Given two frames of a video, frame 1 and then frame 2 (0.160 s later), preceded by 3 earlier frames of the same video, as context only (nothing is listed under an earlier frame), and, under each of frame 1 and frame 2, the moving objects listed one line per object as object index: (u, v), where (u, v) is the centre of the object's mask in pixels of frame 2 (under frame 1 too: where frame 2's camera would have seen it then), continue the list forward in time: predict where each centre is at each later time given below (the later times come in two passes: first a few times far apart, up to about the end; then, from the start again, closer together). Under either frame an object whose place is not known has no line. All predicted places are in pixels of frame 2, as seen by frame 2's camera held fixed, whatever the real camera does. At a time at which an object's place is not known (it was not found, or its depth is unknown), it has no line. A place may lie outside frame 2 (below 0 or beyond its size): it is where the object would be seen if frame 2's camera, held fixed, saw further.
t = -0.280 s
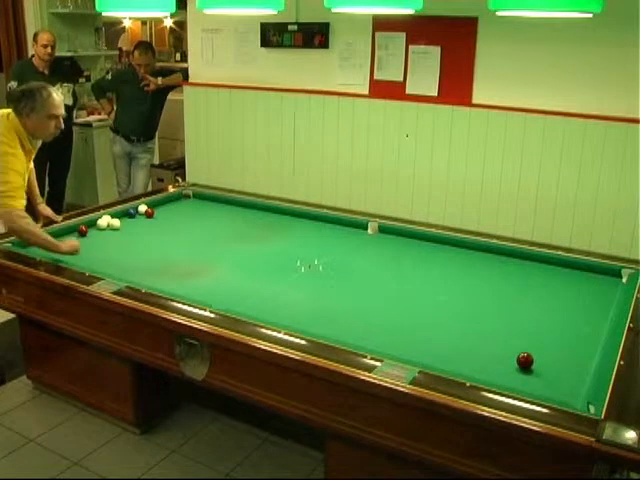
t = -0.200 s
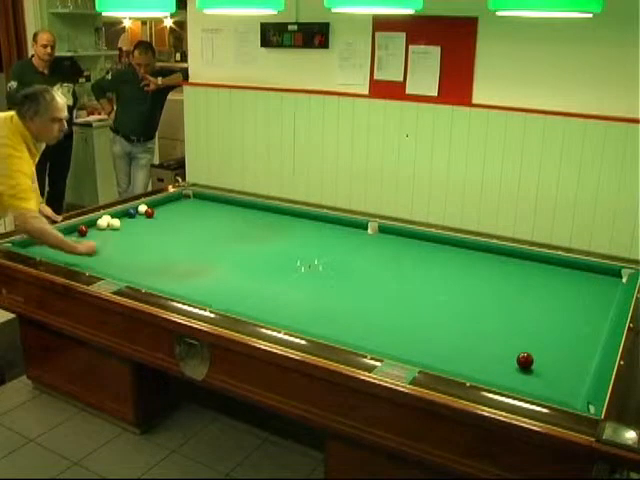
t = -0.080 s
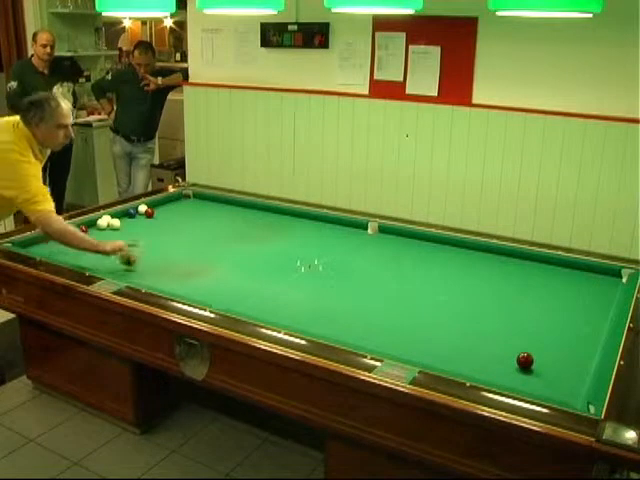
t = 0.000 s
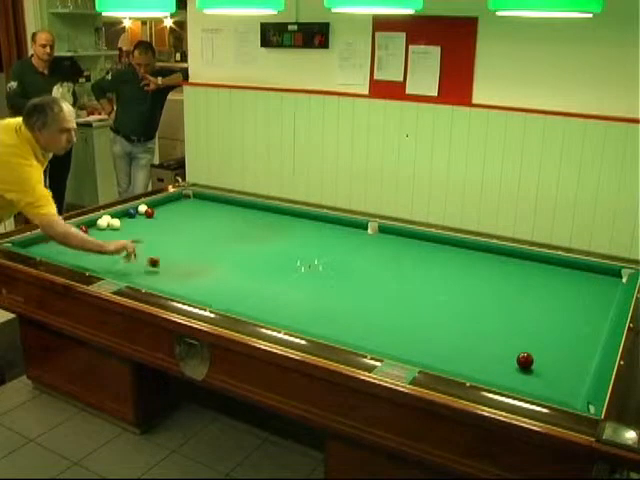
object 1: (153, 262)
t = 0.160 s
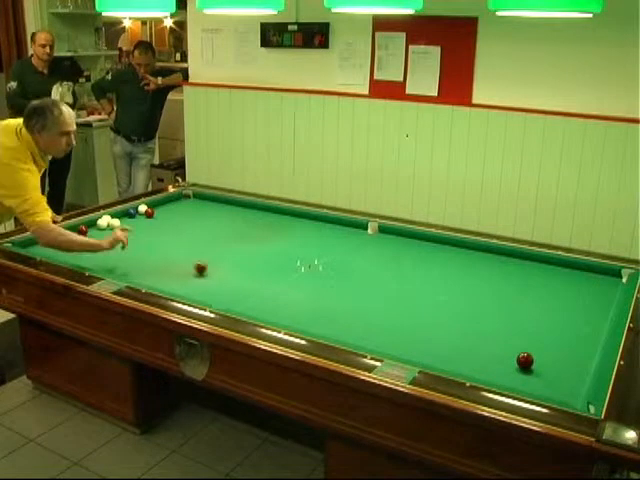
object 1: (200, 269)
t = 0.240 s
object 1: (221, 272)
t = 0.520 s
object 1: (293, 277)
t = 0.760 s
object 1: (355, 281)
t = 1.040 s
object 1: (428, 287)
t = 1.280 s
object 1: (491, 292)
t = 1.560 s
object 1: (565, 296)
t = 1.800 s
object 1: (605, 297)
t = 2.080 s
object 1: (565, 282)
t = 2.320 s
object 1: (537, 273)
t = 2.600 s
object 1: (507, 262)
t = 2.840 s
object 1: (482, 253)
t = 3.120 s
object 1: (458, 246)
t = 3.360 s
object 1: (435, 243)
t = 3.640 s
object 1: (411, 241)
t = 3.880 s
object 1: (389, 239)
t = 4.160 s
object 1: (367, 237)
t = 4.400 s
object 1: (348, 235)
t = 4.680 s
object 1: (326, 232)
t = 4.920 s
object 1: (309, 231)
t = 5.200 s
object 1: (289, 229)
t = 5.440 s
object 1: (273, 228)
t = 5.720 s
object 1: (257, 226)
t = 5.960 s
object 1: (242, 224)
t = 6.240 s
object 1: (226, 223)
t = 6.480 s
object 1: (213, 222)
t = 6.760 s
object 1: (198, 221)
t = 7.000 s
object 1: (187, 219)
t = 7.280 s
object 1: (174, 218)
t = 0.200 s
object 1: (211, 271)
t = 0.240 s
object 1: (221, 272)
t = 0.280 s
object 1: (231, 272)
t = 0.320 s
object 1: (242, 273)
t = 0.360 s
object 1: (252, 273)
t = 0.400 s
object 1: (262, 274)
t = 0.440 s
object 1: (272, 275)
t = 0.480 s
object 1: (282, 276)
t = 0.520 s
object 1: (293, 277)
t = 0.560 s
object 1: (303, 278)
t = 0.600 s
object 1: (313, 278)
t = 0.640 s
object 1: (324, 279)
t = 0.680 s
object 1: (334, 280)
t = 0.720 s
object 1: (345, 280)
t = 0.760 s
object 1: (355, 281)
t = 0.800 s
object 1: (366, 282)
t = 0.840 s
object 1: (376, 283)
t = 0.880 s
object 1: (387, 283)
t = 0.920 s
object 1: (397, 284)
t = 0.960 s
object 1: (407, 285)
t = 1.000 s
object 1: (418, 286)
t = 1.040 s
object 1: (428, 287)
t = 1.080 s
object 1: (438, 287)
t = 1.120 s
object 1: (449, 288)
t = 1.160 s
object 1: (459, 289)
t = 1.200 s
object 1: (470, 289)
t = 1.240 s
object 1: (480, 291)
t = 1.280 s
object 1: (491, 292)
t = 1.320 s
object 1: (502, 293)
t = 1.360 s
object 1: (512, 294)
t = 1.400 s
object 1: (523, 294)
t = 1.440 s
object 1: (533, 294)
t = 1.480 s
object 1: (543, 295)
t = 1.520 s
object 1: (554, 296)
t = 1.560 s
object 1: (565, 296)
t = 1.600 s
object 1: (575, 297)
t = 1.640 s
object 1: (585, 298)
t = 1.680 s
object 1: (595, 299)
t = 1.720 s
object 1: (606, 299)
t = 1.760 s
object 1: (611, 299)
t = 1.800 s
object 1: (605, 297)
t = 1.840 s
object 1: (598, 295)
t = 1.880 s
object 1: (592, 293)
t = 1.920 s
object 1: (586, 291)
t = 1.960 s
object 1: (581, 288)
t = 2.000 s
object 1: (575, 287)
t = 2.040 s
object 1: (570, 285)
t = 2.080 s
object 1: (565, 282)
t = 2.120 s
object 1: (561, 281)
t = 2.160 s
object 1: (556, 279)
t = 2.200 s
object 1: (551, 278)
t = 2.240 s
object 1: (546, 276)
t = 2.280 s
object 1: (542, 274)
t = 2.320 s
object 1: (537, 273)
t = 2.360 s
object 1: (532, 271)
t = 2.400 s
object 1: (528, 270)
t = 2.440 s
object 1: (524, 268)
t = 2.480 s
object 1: (520, 267)
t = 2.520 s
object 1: (516, 265)
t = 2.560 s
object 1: (511, 263)
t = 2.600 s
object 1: (507, 262)
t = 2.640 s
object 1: (503, 261)
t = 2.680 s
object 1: (498, 259)
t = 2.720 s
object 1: (495, 257)
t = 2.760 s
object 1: (492, 256)
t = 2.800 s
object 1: (487, 254)
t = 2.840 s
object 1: (482, 253)
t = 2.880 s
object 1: (480, 251)
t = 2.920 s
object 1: (476, 250)
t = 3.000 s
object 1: (468, 247)
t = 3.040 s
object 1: (466, 247)
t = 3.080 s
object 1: (462, 246)
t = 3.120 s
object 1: (458, 246)
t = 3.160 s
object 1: (453, 246)
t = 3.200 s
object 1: (450, 245)
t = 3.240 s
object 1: (446, 245)
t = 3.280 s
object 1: (442, 245)
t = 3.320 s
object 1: (438, 244)
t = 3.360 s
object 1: (435, 243)
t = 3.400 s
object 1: (432, 244)
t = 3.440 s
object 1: (428, 243)
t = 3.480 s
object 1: (424, 243)
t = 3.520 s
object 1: (421, 242)
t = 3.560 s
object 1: (417, 241)
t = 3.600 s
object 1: (414, 241)
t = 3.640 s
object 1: (411, 241)
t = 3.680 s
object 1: (407, 241)
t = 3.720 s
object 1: (403, 240)
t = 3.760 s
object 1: (401, 239)
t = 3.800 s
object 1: (397, 239)
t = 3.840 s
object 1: (394, 239)
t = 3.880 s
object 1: (389, 239)
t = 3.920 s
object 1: (387, 238)
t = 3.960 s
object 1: (383, 238)
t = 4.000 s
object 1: (379, 238)
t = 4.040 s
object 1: (376, 237)
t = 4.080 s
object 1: (374, 237)
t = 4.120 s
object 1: (370, 237)
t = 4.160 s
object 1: (367, 237)
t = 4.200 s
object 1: (363, 236)
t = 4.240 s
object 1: (360, 236)
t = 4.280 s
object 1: (357, 236)
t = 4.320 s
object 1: (354, 235)
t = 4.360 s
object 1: (350, 235)
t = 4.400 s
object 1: (348, 235)
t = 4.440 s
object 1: (345, 234)
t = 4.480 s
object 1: (341, 234)
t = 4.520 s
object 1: (338, 234)
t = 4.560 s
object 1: (335, 233)
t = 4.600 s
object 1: (332, 233)
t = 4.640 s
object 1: (329, 233)
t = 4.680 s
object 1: (326, 232)
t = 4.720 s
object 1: (324, 232)
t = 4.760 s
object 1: (320, 232)
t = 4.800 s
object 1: (317, 232)
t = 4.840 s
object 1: (314, 231)
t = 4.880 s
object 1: (312, 231)
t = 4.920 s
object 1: (309, 231)
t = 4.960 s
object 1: (306, 231)
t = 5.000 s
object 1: (303, 230)
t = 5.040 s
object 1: (300, 230)
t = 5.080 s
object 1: (297, 230)
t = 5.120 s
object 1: (295, 230)
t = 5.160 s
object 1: (292, 230)
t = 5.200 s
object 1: (289, 229)
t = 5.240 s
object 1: (287, 229)
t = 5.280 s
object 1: (284, 229)
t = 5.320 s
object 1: (281, 228)
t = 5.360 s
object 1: (279, 229)
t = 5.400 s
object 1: (276, 228)
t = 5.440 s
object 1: (273, 228)
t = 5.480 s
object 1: (271, 228)
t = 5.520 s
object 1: (268, 227)
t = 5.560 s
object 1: (266, 227)
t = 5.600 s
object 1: (264, 227)
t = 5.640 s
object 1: (261, 226)
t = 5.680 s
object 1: (258, 226)
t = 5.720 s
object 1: (257, 226)
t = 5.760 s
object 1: (254, 226)
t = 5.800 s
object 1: (252, 226)
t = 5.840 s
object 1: (249, 226)
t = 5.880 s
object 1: (247, 226)
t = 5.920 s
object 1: (244, 225)
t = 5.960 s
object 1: (242, 224)
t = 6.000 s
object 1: (240, 224)
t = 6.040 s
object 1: (237, 224)
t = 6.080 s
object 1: (234, 224)
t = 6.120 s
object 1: (232, 224)
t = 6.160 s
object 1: (230, 223)
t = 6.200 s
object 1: (228, 223)
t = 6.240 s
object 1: (226, 223)
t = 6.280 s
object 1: (223, 222)
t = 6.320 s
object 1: (221, 223)
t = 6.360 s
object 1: (219, 222)
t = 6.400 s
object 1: (217, 222)
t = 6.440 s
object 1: (215, 222)
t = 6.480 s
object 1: (213, 222)
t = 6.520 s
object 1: (211, 221)
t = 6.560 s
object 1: (209, 221)
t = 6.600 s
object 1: (207, 221)
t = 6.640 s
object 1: (204, 221)
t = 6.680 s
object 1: (202, 220)
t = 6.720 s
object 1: (200, 220)
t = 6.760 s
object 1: (198, 221)
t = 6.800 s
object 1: (196, 220)
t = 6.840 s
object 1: (195, 220)
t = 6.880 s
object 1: (192, 220)
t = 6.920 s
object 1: (191, 220)
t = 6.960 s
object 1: (189, 219)
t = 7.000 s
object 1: (187, 219)
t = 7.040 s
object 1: (185, 219)
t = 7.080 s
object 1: (183, 219)
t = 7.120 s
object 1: (181, 219)
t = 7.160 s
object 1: (179, 219)
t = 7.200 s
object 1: (177, 219)
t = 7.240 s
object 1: (175, 218)
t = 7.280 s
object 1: (174, 218)
